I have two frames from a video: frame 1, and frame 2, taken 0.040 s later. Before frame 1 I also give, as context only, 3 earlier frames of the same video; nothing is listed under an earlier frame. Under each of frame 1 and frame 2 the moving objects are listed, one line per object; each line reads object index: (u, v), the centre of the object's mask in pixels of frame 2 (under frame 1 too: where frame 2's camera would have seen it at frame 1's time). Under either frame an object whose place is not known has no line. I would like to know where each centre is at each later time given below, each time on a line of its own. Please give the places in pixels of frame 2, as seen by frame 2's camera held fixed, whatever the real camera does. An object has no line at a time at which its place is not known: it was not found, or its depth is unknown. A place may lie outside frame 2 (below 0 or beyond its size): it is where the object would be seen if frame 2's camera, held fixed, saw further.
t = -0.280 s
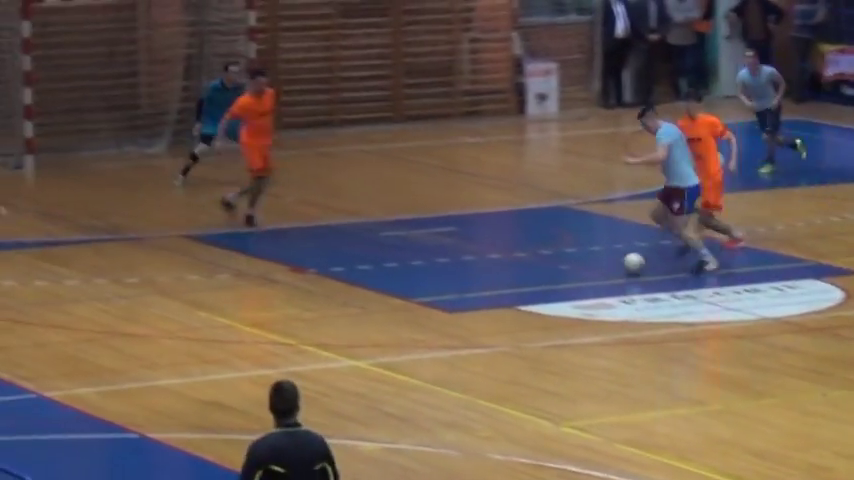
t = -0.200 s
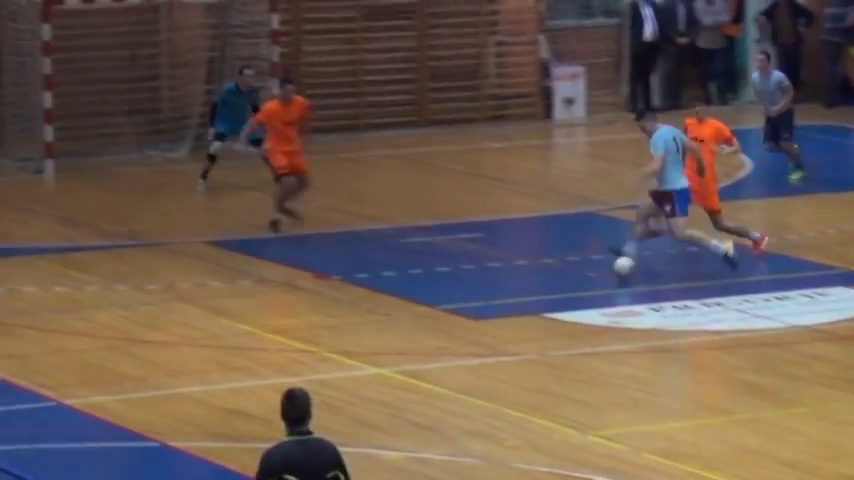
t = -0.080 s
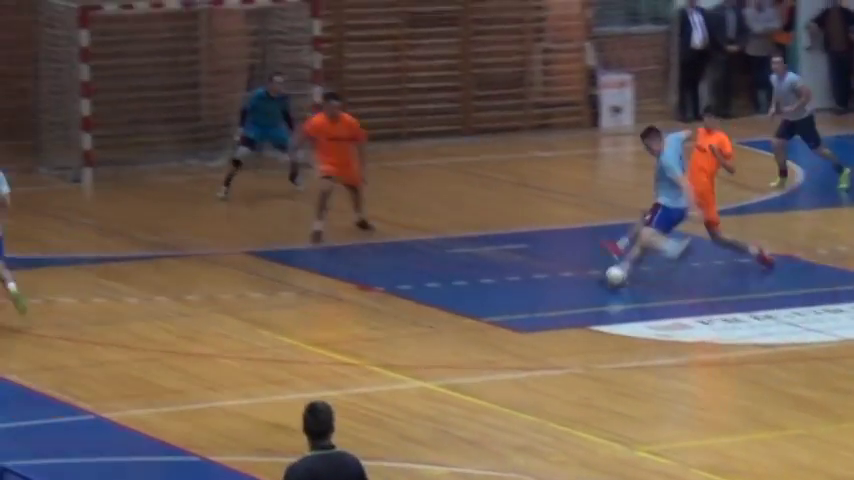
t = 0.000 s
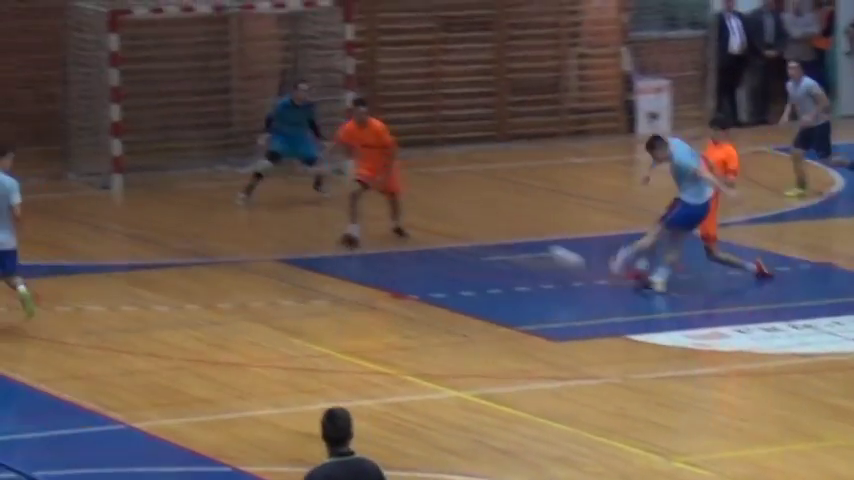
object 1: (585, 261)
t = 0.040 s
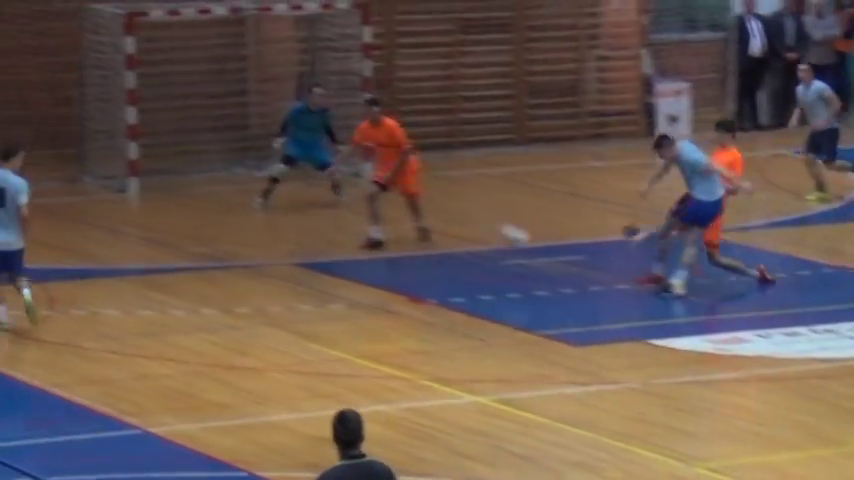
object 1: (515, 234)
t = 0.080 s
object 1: (449, 212)
